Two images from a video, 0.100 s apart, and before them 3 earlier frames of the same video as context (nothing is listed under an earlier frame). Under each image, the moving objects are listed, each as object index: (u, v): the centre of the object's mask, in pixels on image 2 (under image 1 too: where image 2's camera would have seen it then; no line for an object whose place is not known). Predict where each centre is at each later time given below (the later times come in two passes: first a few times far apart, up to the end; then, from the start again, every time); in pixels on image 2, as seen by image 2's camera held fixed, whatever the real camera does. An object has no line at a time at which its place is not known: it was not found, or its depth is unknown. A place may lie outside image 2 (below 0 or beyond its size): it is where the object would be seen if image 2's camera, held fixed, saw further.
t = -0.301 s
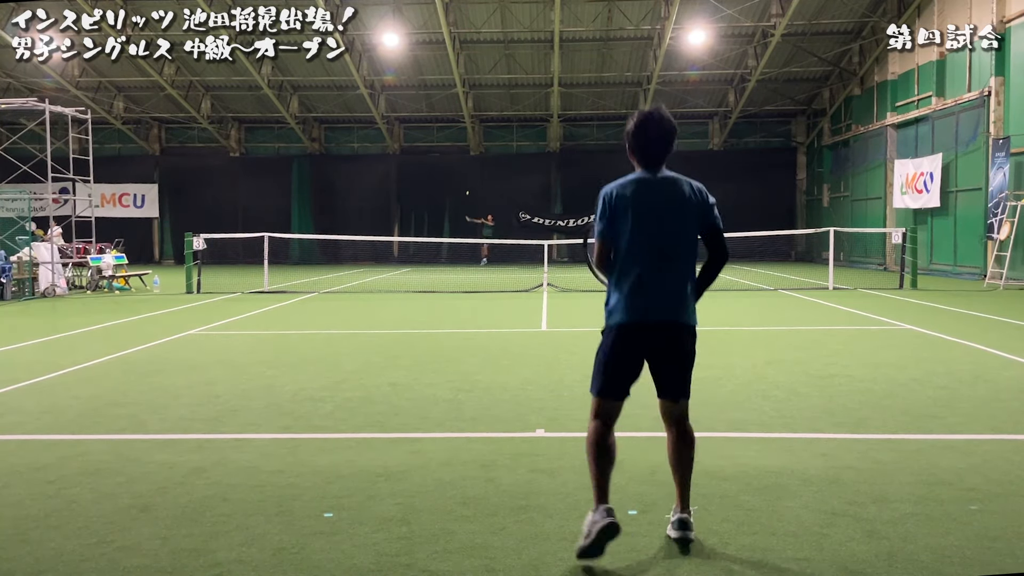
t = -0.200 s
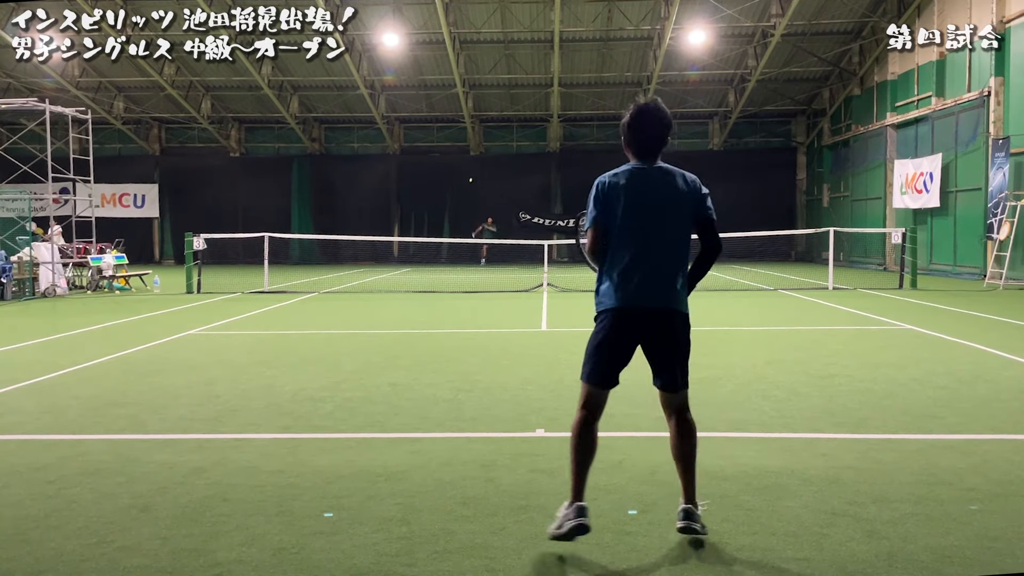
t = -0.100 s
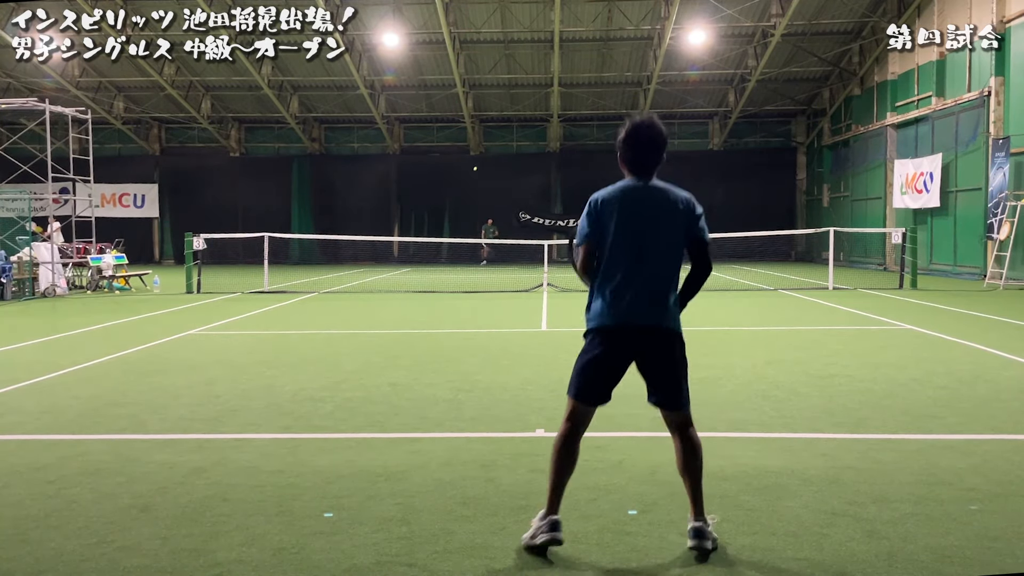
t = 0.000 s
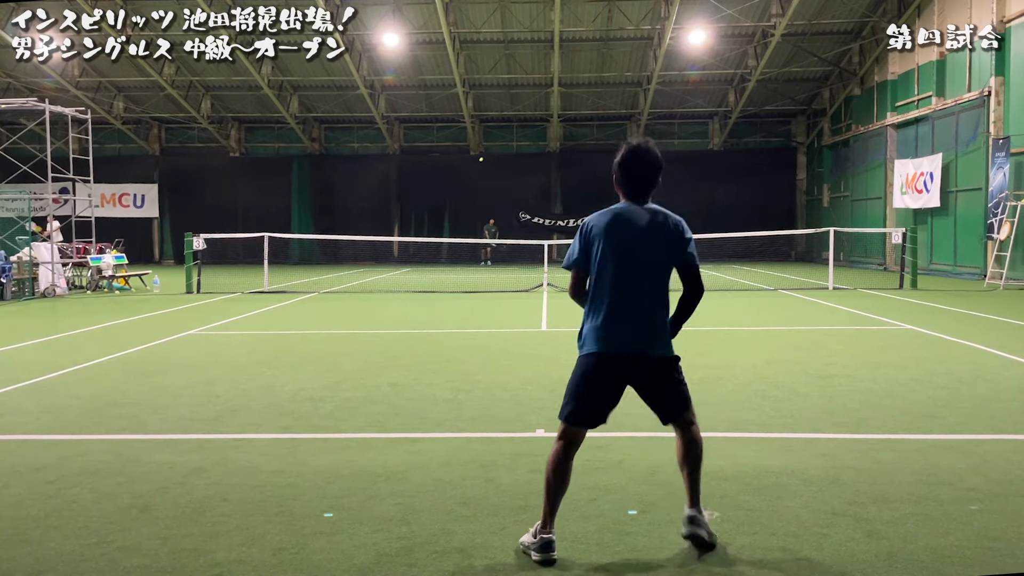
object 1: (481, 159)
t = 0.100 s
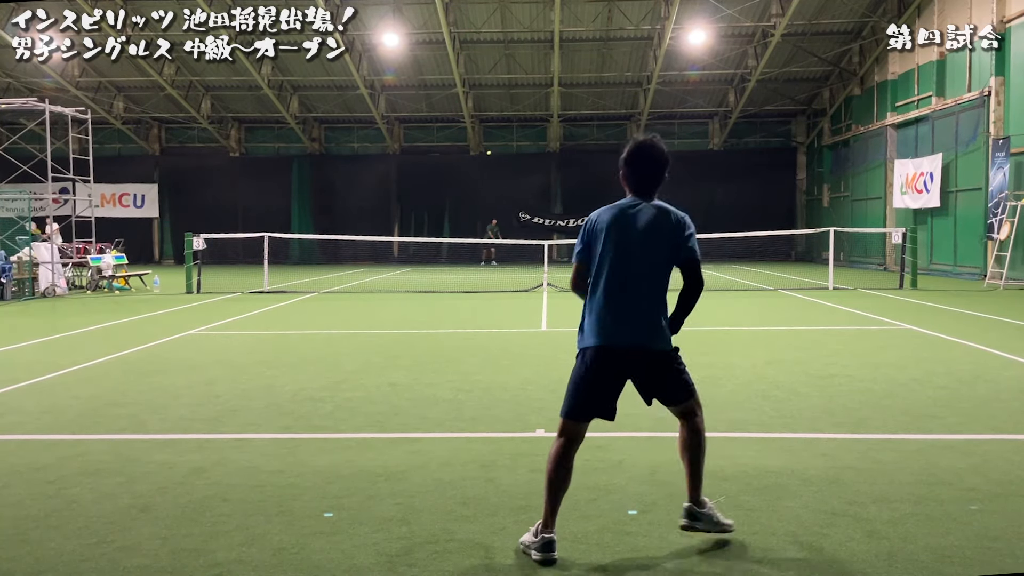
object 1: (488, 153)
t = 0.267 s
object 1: (506, 149)
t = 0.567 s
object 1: (555, 175)
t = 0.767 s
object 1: (607, 230)
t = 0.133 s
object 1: (492, 151)
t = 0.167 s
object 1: (495, 150)
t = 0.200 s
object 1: (498, 149)
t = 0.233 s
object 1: (502, 149)
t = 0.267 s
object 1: (506, 149)
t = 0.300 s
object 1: (510, 149)
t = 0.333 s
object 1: (514, 150)
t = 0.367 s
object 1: (519, 152)
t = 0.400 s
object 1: (524, 154)
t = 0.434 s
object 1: (529, 156)
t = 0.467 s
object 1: (535, 160)
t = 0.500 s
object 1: (541, 164)
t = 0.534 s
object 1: (548, 169)
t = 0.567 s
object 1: (555, 175)
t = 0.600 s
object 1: (562, 181)
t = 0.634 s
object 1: (569, 188)
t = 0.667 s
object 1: (578, 198)
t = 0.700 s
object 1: (587, 207)
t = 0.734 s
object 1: (597, 218)
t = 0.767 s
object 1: (607, 230)
